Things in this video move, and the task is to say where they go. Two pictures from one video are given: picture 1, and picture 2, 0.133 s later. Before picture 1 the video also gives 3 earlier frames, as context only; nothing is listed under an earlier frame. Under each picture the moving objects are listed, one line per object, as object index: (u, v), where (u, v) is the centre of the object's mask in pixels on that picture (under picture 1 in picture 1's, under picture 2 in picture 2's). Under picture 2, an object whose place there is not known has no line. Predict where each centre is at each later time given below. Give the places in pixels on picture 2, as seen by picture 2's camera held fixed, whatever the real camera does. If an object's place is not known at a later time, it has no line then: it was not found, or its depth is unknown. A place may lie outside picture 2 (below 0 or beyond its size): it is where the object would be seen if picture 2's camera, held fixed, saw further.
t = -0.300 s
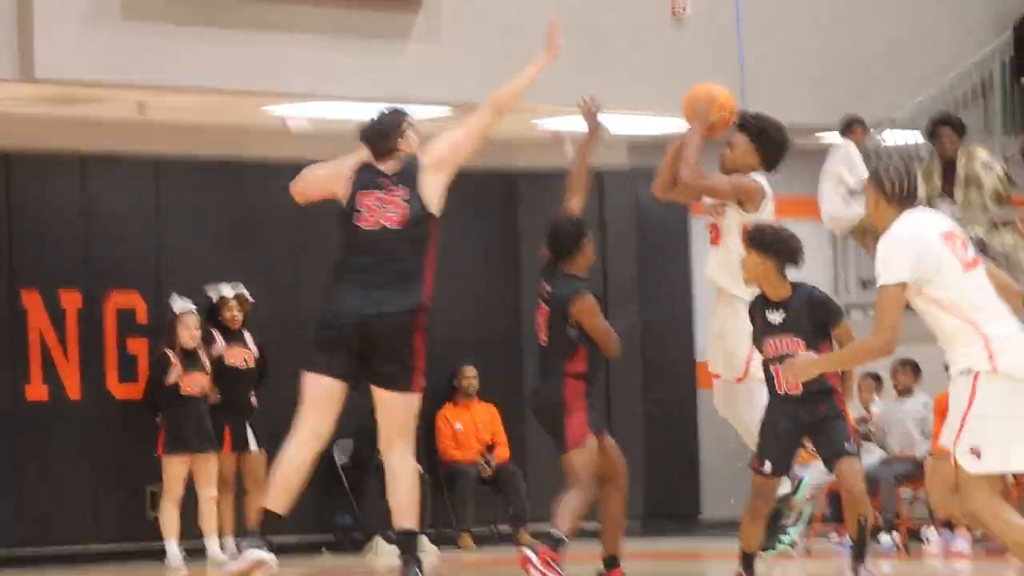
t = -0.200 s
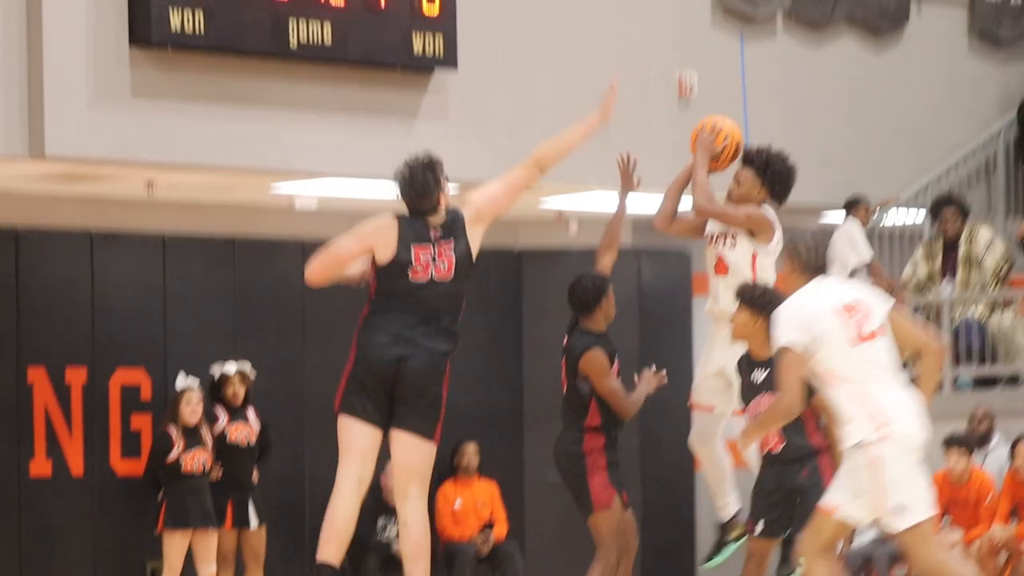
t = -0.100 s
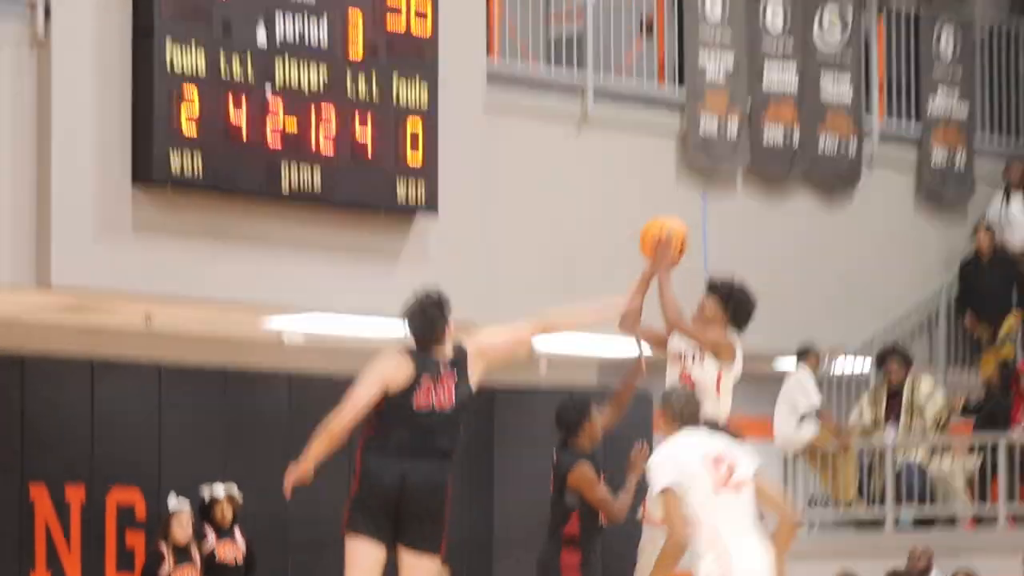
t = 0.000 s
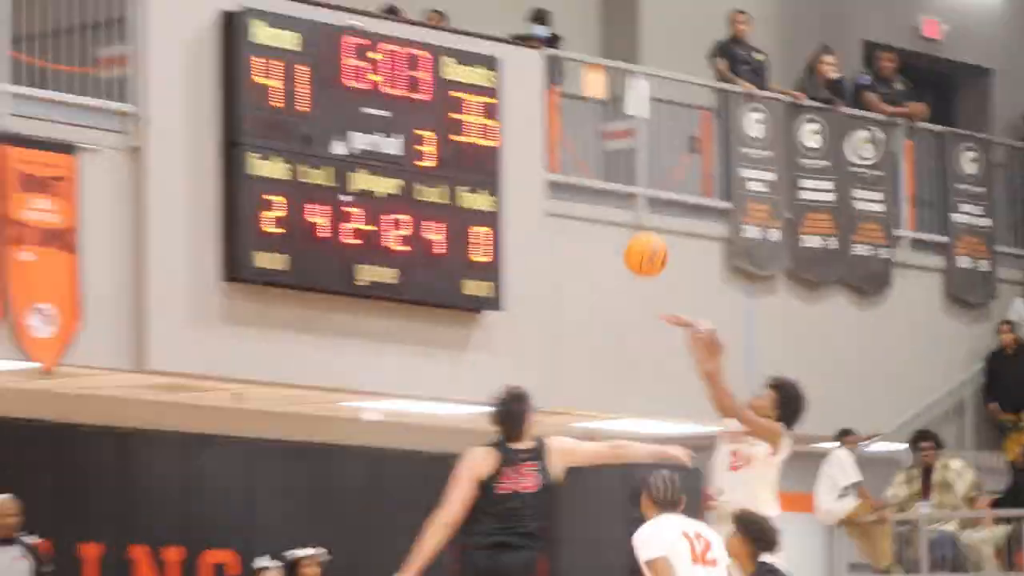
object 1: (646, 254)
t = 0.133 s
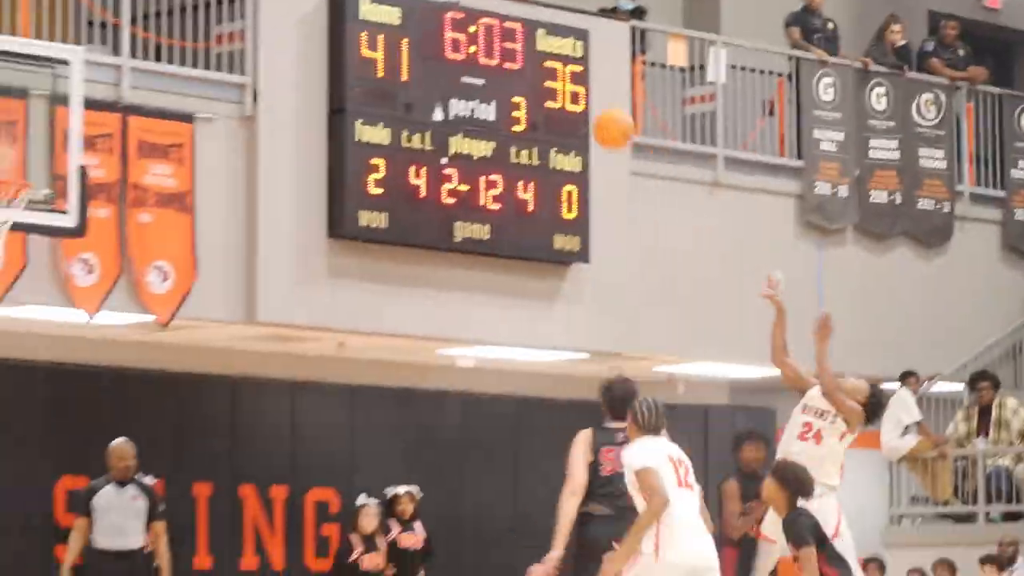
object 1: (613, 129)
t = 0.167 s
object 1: (585, 113)
